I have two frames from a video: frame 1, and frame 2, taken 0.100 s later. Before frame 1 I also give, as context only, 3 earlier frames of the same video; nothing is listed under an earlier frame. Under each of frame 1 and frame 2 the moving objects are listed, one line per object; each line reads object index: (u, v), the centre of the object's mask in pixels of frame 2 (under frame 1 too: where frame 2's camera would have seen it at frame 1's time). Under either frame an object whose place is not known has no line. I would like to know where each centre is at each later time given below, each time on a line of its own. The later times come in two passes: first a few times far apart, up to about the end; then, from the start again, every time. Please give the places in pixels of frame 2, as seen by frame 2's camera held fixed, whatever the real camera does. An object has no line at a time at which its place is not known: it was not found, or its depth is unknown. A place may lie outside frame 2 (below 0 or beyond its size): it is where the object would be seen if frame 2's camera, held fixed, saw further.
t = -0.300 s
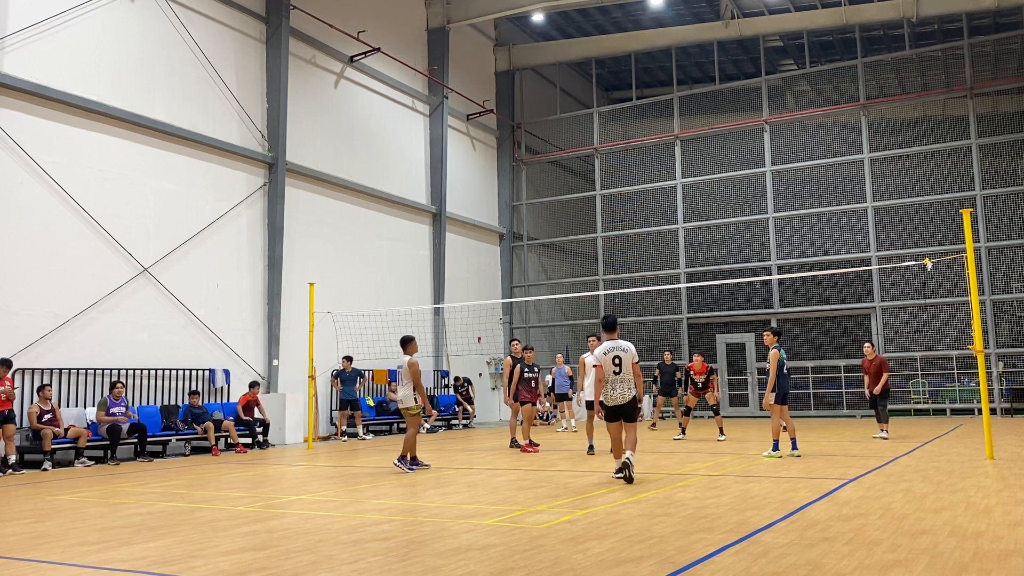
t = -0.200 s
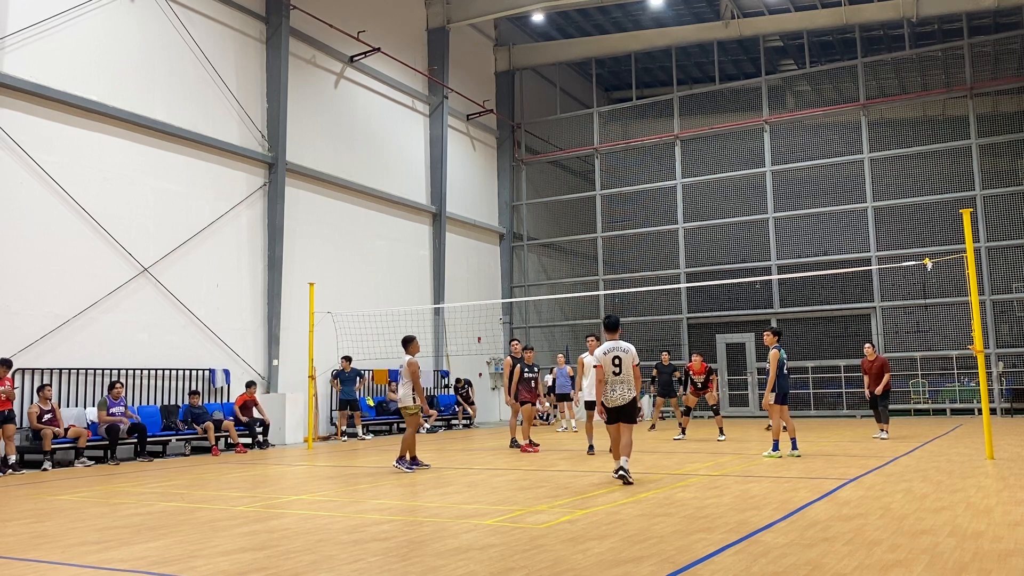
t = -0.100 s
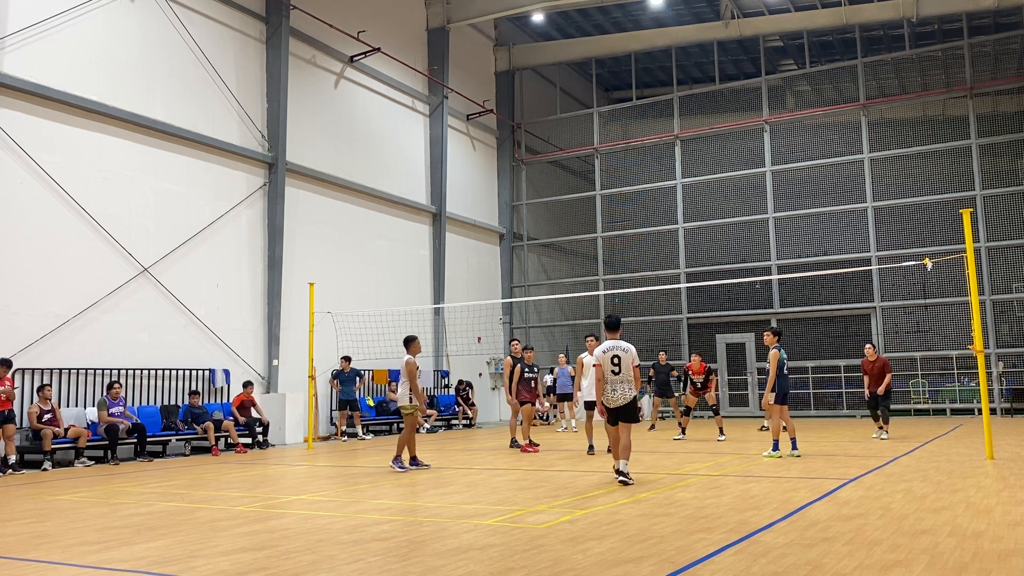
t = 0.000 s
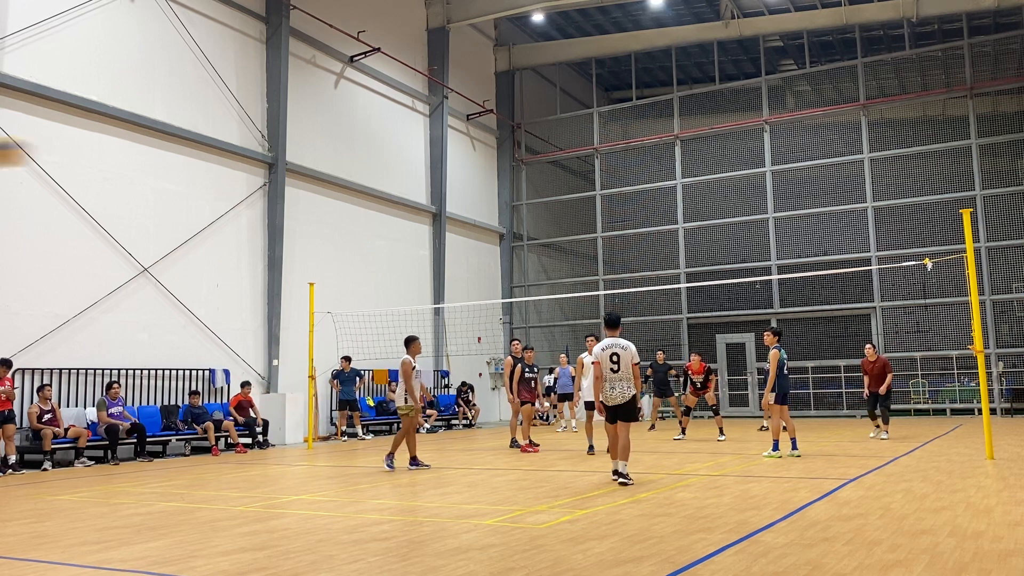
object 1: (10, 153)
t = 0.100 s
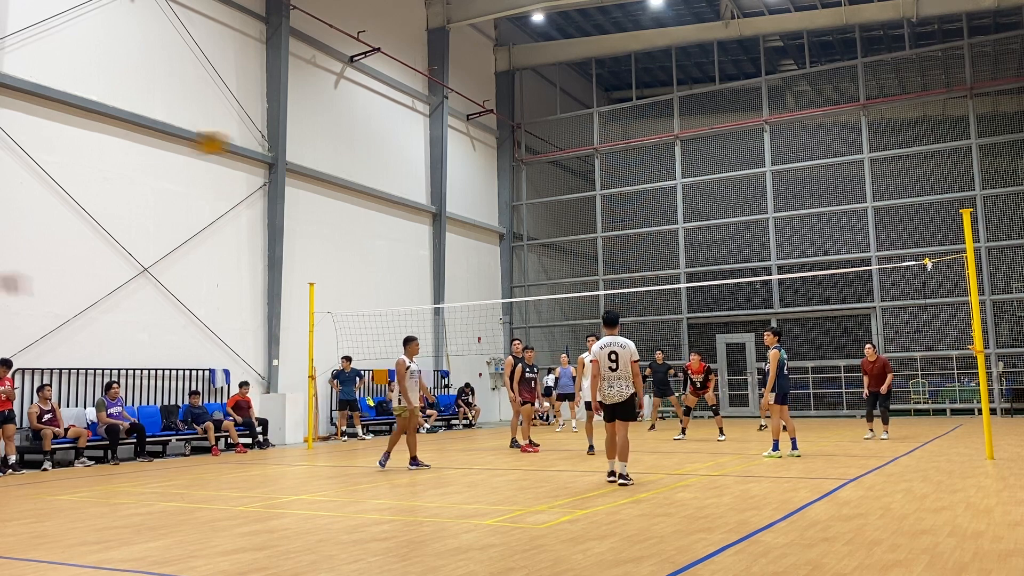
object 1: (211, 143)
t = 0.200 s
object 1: (354, 144)
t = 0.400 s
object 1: (536, 170)
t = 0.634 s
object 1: (659, 218)
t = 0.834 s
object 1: (730, 266)
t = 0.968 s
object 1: (767, 302)
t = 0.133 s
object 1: (266, 141)
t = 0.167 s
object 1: (312, 143)
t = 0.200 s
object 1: (354, 144)
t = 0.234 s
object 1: (392, 147)
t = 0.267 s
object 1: (429, 151)
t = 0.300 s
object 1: (458, 155)
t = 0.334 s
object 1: (488, 160)
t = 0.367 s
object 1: (512, 165)
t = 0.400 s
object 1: (536, 170)
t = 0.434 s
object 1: (558, 176)
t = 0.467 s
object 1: (577, 183)
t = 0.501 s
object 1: (595, 189)
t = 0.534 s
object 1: (613, 196)
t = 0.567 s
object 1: (629, 203)
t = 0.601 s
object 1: (644, 211)
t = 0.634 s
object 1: (659, 218)
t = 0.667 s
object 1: (673, 226)
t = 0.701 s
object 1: (686, 234)
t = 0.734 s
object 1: (698, 241)
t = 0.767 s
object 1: (709, 249)
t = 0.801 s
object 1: (720, 257)
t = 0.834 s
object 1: (730, 266)
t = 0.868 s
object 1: (739, 273)
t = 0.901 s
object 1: (749, 284)
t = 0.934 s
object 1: (758, 293)
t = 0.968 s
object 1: (767, 302)
